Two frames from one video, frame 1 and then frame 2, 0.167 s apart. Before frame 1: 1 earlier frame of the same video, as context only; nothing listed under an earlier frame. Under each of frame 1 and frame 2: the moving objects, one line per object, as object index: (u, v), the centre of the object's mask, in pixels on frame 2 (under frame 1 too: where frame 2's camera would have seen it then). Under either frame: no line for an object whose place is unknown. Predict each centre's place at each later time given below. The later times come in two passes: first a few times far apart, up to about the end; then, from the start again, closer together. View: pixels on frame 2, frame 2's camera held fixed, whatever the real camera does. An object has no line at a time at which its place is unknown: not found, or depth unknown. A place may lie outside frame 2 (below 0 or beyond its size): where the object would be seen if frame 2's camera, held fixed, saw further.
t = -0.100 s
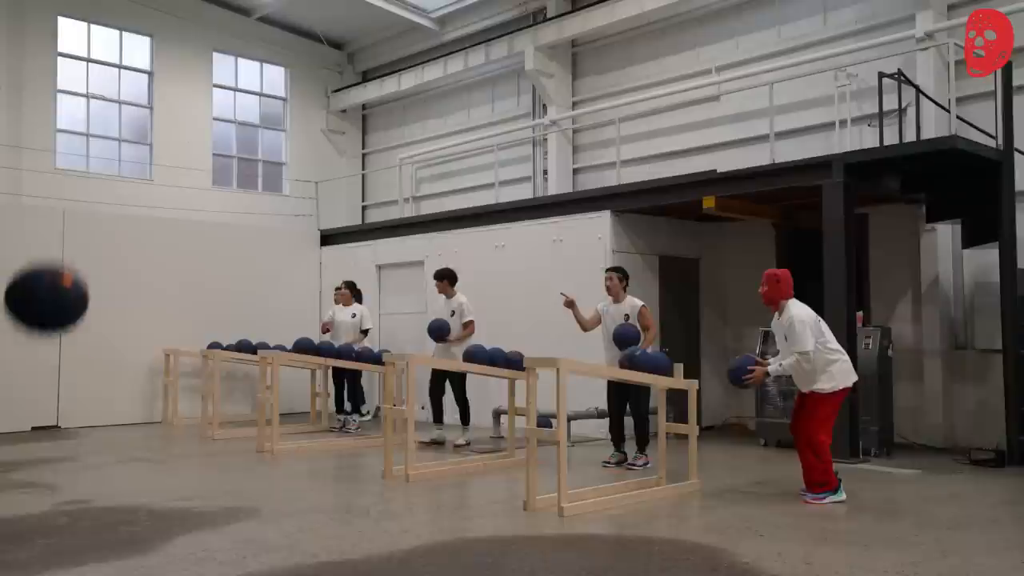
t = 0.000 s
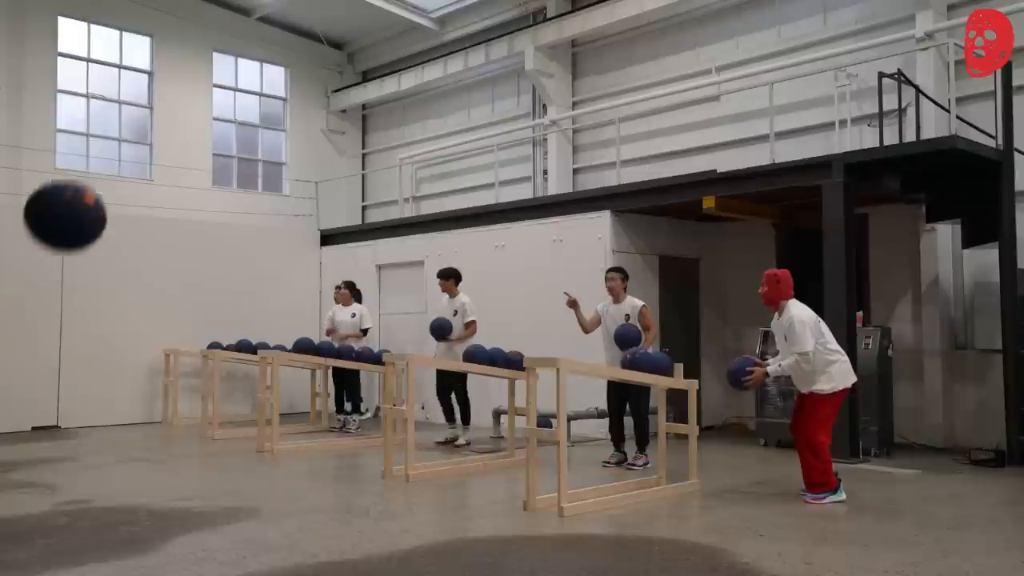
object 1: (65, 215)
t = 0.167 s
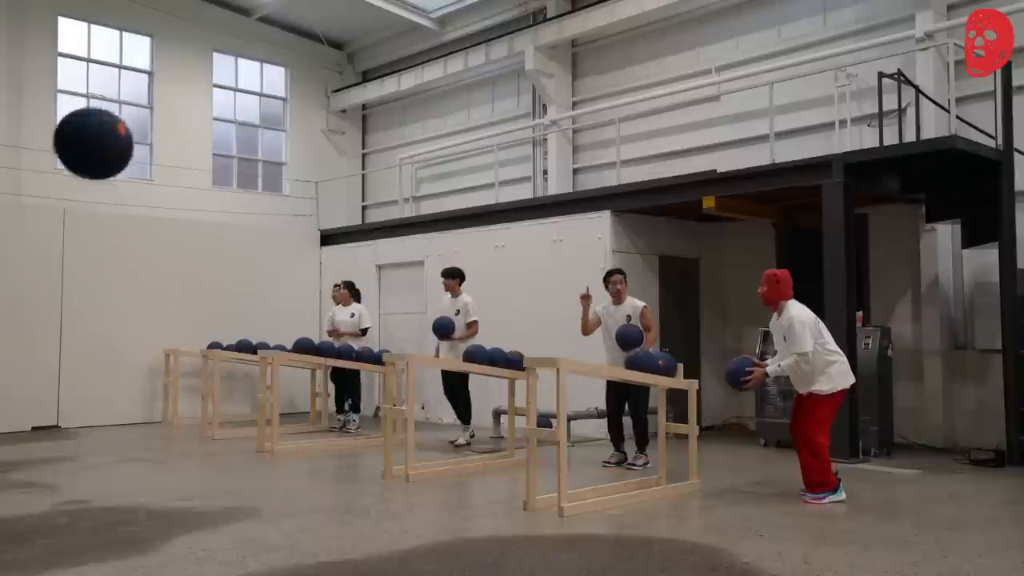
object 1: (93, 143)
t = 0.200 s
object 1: (99, 139)
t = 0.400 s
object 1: (129, 177)
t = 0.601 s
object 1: (156, 332)
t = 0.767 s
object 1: (173, 552)
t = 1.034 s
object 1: (205, 434)
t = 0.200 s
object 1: (99, 139)
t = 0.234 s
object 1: (104, 137)
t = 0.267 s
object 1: (109, 139)
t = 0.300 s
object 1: (114, 143)
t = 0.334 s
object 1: (119, 151)
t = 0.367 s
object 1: (124, 162)
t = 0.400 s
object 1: (129, 177)
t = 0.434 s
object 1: (134, 194)
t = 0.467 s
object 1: (139, 216)
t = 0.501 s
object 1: (143, 240)
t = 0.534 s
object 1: (148, 267)
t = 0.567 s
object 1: (152, 299)
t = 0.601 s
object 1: (156, 332)
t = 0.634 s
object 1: (160, 370)
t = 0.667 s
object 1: (164, 413)
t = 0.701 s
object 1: (168, 457)
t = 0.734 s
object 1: (170, 507)
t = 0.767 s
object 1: (173, 552)
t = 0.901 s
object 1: (188, 552)
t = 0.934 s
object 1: (192, 523)
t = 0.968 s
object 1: (197, 490)
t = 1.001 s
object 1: (201, 460)
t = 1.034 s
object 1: (205, 434)
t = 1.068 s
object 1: (209, 411)
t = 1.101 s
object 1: (212, 391)
